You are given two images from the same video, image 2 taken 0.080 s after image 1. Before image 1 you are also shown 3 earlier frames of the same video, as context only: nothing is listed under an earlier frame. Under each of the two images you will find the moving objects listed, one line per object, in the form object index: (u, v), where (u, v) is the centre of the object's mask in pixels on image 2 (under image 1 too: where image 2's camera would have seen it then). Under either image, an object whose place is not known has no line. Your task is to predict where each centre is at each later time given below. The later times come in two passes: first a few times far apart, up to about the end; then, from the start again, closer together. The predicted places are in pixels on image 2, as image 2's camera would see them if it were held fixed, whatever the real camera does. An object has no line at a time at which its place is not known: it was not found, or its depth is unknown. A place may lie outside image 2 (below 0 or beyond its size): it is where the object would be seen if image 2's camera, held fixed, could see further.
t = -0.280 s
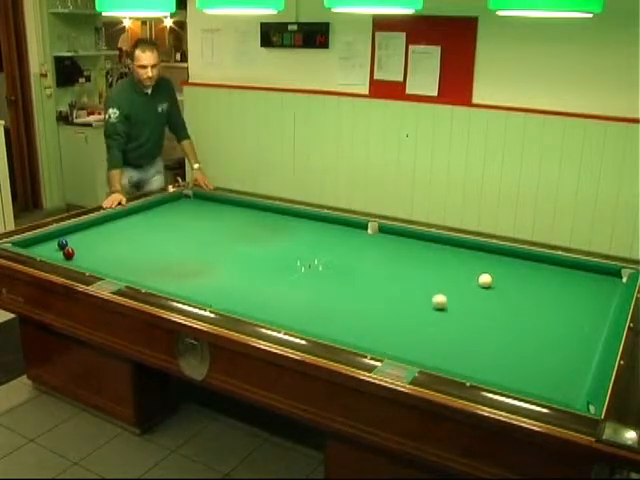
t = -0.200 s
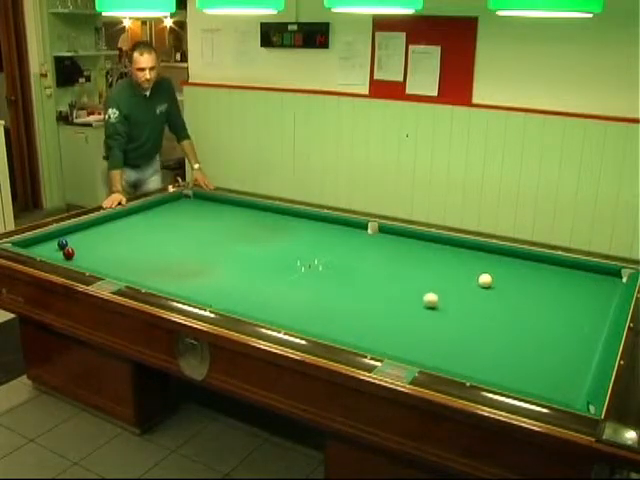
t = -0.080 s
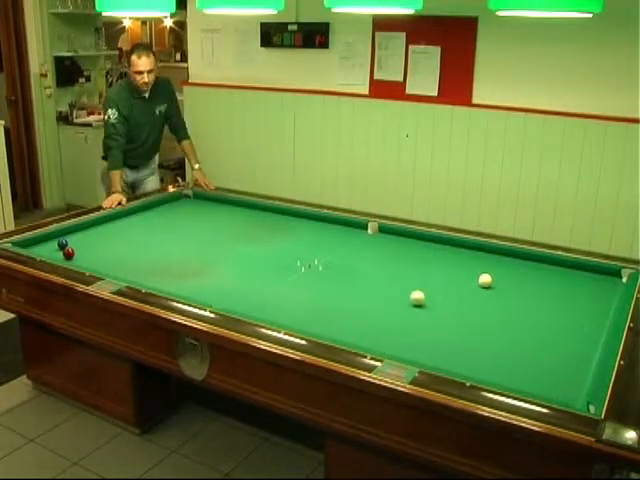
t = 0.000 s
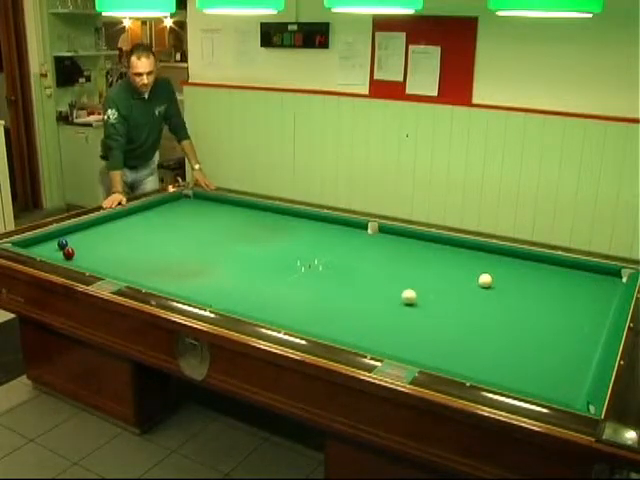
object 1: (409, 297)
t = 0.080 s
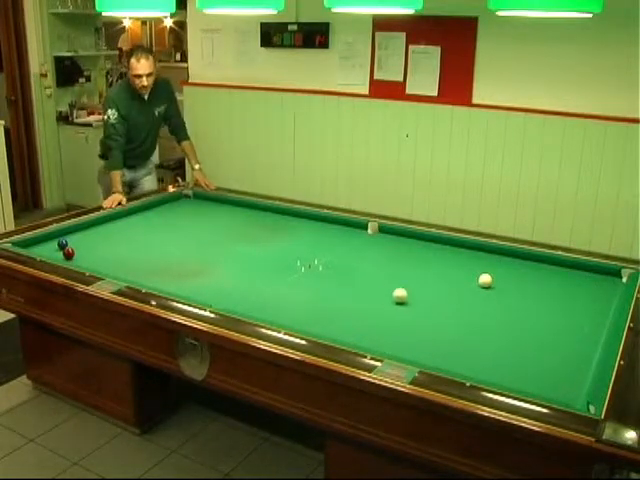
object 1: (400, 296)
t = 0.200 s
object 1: (387, 294)
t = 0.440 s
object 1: (364, 290)
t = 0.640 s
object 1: (344, 287)
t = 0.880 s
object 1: (322, 283)
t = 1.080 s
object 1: (305, 280)
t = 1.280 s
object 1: (288, 279)
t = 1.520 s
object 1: (269, 275)
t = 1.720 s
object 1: (254, 273)
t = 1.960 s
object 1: (236, 270)
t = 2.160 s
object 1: (222, 268)
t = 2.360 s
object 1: (209, 266)
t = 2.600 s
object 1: (195, 263)
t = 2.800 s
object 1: (183, 262)
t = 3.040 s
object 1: (170, 260)
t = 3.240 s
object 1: (160, 258)
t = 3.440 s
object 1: (149, 256)
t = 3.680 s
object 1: (139, 254)
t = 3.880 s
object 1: (132, 253)
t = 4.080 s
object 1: (122, 252)
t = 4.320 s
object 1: (113, 250)
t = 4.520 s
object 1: (105, 248)
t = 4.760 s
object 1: (97, 247)
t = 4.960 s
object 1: (92, 246)
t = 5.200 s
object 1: (85, 244)
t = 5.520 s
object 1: (74, 242)
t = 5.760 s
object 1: (71, 241)
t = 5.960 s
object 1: (68, 240)
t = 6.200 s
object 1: (66, 239)
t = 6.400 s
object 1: (65, 238)
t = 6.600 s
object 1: (63, 237)
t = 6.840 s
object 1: (62, 236)
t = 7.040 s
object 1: (61, 236)
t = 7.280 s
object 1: (60, 235)
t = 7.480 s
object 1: (59, 235)
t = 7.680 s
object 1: (59, 235)
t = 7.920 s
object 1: (59, 235)
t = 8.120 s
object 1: (59, 234)
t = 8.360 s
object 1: (59, 234)
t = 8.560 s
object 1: (59, 234)
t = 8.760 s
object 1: (59, 234)
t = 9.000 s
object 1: (59, 234)
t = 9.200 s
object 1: (59, 234)
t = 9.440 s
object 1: (59, 234)
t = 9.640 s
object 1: (59, 234)
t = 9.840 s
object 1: (59, 234)
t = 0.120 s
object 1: (396, 295)
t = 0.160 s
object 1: (392, 294)
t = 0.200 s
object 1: (387, 294)
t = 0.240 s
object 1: (384, 293)
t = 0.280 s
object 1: (380, 293)
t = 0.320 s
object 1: (376, 292)
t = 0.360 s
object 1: (371, 291)
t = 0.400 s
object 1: (367, 290)
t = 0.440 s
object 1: (364, 290)
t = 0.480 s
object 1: (359, 289)
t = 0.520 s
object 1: (355, 289)
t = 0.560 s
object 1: (352, 288)
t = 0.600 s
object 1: (348, 287)
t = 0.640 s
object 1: (344, 287)
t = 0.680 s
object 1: (341, 286)
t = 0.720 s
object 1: (337, 286)
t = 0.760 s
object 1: (334, 285)
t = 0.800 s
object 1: (330, 285)
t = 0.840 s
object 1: (326, 284)
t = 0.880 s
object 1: (322, 283)
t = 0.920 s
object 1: (319, 283)
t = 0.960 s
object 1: (315, 282)
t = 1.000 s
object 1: (312, 282)
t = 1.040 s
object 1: (308, 281)
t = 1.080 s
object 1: (305, 280)
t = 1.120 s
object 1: (302, 280)
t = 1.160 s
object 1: (298, 280)
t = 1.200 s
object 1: (294, 279)
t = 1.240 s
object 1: (291, 279)
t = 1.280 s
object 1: (288, 279)
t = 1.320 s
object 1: (285, 278)
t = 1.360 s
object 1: (281, 277)
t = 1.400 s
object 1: (278, 277)
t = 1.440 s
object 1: (275, 276)
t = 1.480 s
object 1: (272, 276)
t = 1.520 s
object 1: (269, 275)
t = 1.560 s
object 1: (266, 275)
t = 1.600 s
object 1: (263, 274)
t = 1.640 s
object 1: (260, 274)
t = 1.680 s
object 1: (256, 273)
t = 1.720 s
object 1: (254, 273)
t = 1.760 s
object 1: (251, 272)
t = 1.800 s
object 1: (248, 272)
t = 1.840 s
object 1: (245, 272)
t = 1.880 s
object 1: (242, 271)
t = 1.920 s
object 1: (239, 271)
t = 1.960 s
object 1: (236, 270)
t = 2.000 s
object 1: (233, 270)
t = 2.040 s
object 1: (231, 269)
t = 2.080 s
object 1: (228, 269)
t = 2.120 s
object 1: (225, 268)
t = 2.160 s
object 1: (222, 268)
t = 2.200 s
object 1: (220, 267)
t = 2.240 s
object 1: (217, 267)
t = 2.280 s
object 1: (214, 267)
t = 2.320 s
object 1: (212, 266)
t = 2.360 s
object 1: (209, 266)
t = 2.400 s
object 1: (207, 266)
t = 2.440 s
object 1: (204, 265)
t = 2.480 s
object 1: (202, 265)
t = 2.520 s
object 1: (199, 264)
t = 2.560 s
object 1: (197, 264)
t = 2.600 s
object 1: (195, 263)
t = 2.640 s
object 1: (192, 263)
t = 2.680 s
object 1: (190, 263)
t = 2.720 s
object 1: (188, 262)
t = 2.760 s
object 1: (185, 262)
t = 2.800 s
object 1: (183, 262)
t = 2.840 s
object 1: (181, 262)
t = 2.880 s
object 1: (179, 261)
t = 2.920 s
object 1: (176, 261)
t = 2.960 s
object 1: (174, 260)
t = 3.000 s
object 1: (172, 260)
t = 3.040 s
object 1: (170, 260)
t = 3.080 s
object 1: (168, 259)
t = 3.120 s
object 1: (166, 259)
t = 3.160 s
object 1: (164, 259)
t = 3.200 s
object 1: (162, 259)
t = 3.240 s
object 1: (160, 258)
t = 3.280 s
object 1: (158, 258)
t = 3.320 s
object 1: (157, 257)
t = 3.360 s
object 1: (154, 257)
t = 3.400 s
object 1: (152, 257)
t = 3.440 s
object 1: (149, 256)
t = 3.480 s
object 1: (148, 256)
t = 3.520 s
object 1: (146, 256)
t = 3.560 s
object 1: (145, 256)
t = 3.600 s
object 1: (143, 255)
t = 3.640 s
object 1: (142, 255)
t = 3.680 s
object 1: (139, 254)
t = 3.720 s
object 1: (137, 254)
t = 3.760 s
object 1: (136, 254)
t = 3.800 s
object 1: (134, 253)
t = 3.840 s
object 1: (133, 253)
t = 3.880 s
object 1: (132, 253)
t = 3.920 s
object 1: (130, 252)
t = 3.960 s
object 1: (127, 252)
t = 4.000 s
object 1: (126, 252)
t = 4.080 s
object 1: (122, 252)
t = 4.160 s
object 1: (119, 251)
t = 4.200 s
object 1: (118, 250)
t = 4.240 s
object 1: (116, 250)
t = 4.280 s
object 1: (115, 249)
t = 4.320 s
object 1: (113, 250)
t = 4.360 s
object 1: (111, 249)
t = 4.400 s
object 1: (110, 249)
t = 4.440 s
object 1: (109, 248)
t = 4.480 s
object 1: (107, 248)
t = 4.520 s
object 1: (105, 248)
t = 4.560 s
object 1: (104, 248)
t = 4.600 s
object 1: (103, 248)
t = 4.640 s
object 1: (102, 247)
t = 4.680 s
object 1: (101, 247)
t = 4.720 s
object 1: (98, 247)
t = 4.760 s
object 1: (97, 247)
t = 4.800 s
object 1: (96, 246)
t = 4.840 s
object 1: (95, 246)
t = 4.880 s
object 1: (94, 246)
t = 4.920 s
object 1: (92, 246)
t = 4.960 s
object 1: (92, 246)
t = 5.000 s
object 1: (90, 245)
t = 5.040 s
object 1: (89, 245)
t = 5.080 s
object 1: (88, 245)
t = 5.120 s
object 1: (87, 244)
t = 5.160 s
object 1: (86, 244)
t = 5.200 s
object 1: (85, 244)
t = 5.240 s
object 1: (85, 244)
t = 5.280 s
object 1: (83, 243)
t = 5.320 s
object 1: (80, 243)
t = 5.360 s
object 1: (78, 242)
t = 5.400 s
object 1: (77, 242)
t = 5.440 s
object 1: (76, 242)
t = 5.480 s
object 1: (75, 242)
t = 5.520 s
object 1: (74, 242)
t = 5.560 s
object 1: (73, 241)
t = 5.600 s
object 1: (73, 241)
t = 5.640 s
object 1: (72, 241)
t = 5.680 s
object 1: (72, 241)
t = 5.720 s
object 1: (72, 241)
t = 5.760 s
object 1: (71, 241)
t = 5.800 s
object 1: (71, 241)
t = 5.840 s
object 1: (70, 240)
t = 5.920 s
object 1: (69, 240)
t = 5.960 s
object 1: (68, 240)
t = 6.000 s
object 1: (68, 240)
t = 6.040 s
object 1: (68, 239)
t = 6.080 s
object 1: (67, 239)
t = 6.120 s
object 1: (67, 239)
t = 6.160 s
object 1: (67, 239)
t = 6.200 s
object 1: (66, 239)
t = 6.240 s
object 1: (66, 239)
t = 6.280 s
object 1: (66, 239)
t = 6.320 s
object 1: (66, 238)
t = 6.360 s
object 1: (65, 238)
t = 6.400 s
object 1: (65, 238)
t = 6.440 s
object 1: (65, 237)
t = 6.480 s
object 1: (65, 237)
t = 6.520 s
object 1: (64, 237)
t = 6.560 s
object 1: (63, 237)
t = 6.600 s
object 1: (63, 237)
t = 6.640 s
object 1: (63, 237)
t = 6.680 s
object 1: (62, 237)
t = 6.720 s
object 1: (62, 237)
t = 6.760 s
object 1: (62, 236)
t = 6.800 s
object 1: (62, 236)
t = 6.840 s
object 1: (62, 236)
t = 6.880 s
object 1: (62, 236)
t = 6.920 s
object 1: (62, 236)
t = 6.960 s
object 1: (61, 236)
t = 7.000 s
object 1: (61, 236)
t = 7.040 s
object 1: (61, 236)
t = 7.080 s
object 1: (61, 235)
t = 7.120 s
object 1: (60, 235)
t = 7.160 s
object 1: (60, 235)
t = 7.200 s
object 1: (60, 235)
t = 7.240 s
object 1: (60, 235)
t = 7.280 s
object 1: (60, 235)
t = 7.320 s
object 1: (60, 235)
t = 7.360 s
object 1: (60, 235)
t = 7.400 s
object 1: (60, 235)
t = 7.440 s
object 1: (59, 235)
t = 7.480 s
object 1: (59, 235)
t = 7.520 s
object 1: (59, 235)
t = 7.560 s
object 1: (59, 234)
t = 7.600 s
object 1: (59, 235)
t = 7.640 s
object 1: (59, 235)
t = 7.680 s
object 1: (59, 235)
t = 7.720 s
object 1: (59, 234)
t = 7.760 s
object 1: (59, 235)
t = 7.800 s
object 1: (59, 234)
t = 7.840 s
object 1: (59, 234)
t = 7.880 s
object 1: (59, 234)
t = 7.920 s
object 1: (59, 235)
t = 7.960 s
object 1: (59, 235)
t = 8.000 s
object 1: (59, 234)
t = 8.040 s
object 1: (59, 234)
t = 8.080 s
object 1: (59, 234)
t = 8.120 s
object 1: (59, 234)
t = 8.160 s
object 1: (59, 234)
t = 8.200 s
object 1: (59, 234)
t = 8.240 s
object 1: (59, 234)
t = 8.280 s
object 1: (59, 234)
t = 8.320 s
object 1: (59, 234)
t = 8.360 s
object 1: (59, 234)
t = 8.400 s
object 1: (59, 234)
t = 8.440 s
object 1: (59, 234)
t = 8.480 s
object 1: (59, 234)
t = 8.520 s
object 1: (59, 234)
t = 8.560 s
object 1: (59, 234)
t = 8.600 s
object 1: (59, 234)
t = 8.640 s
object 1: (59, 234)
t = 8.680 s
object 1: (59, 234)
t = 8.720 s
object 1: (59, 234)
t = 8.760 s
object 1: (59, 234)
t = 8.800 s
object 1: (59, 234)
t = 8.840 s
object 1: (59, 234)
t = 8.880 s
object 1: (59, 234)
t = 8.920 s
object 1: (59, 234)
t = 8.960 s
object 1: (59, 234)
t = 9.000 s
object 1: (59, 234)
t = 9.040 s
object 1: (59, 234)
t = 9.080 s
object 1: (59, 234)
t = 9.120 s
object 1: (59, 234)
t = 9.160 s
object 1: (59, 234)
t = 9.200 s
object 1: (59, 234)
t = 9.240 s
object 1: (59, 234)
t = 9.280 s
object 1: (59, 234)
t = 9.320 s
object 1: (59, 234)
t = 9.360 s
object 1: (59, 234)
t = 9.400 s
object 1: (59, 234)
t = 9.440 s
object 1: (59, 234)
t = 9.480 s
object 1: (59, 234)
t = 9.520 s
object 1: (59, 234)
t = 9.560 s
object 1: (59, 234)
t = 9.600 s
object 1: (59, 234)
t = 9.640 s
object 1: (59, 234)
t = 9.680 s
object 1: (59, 234)
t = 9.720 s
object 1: (59, 234)
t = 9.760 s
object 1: (59, 234)
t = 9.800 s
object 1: (59, 234)
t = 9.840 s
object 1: (59, 234)
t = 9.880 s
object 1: (59, 234)
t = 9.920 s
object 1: (59, 234)
